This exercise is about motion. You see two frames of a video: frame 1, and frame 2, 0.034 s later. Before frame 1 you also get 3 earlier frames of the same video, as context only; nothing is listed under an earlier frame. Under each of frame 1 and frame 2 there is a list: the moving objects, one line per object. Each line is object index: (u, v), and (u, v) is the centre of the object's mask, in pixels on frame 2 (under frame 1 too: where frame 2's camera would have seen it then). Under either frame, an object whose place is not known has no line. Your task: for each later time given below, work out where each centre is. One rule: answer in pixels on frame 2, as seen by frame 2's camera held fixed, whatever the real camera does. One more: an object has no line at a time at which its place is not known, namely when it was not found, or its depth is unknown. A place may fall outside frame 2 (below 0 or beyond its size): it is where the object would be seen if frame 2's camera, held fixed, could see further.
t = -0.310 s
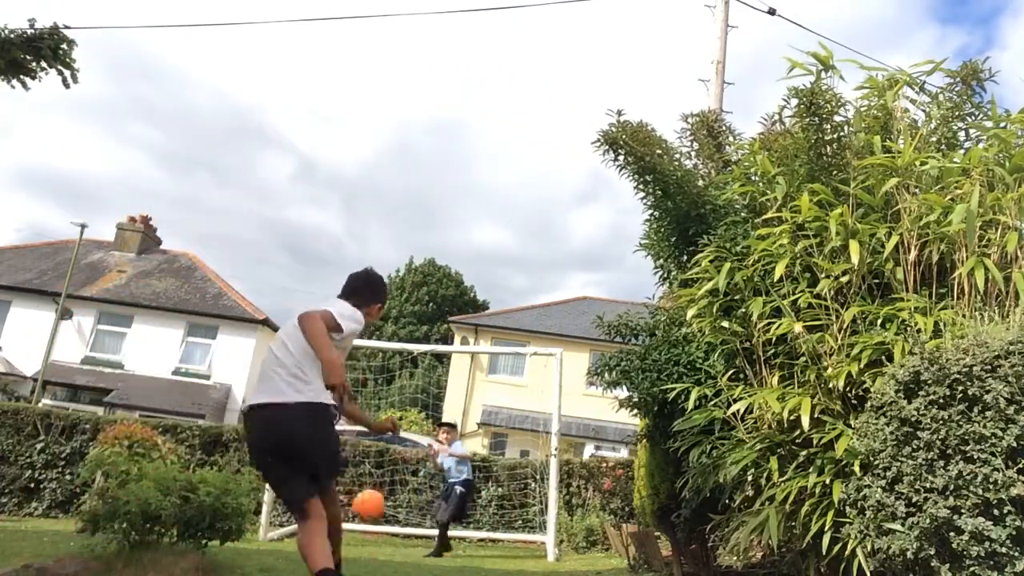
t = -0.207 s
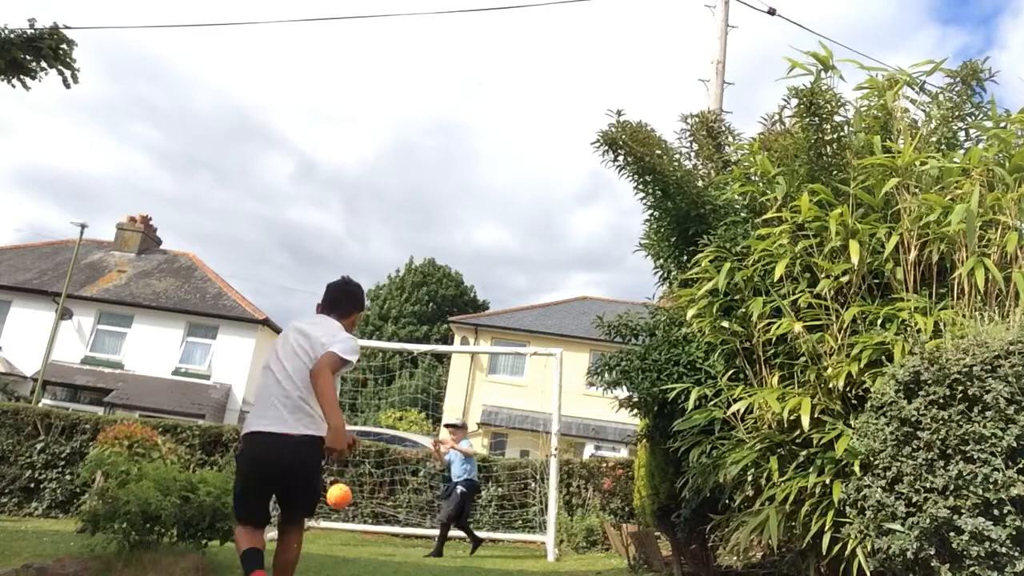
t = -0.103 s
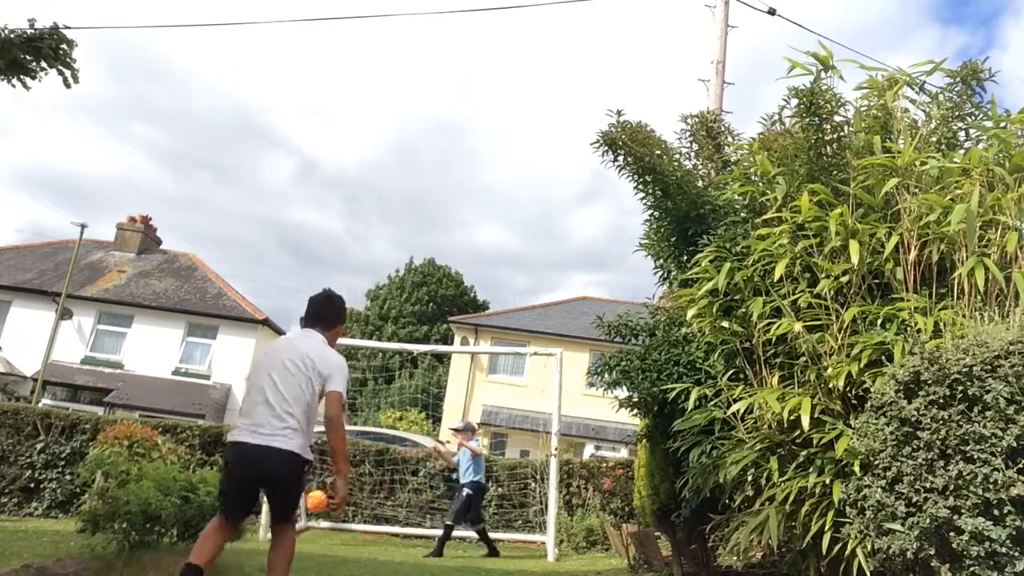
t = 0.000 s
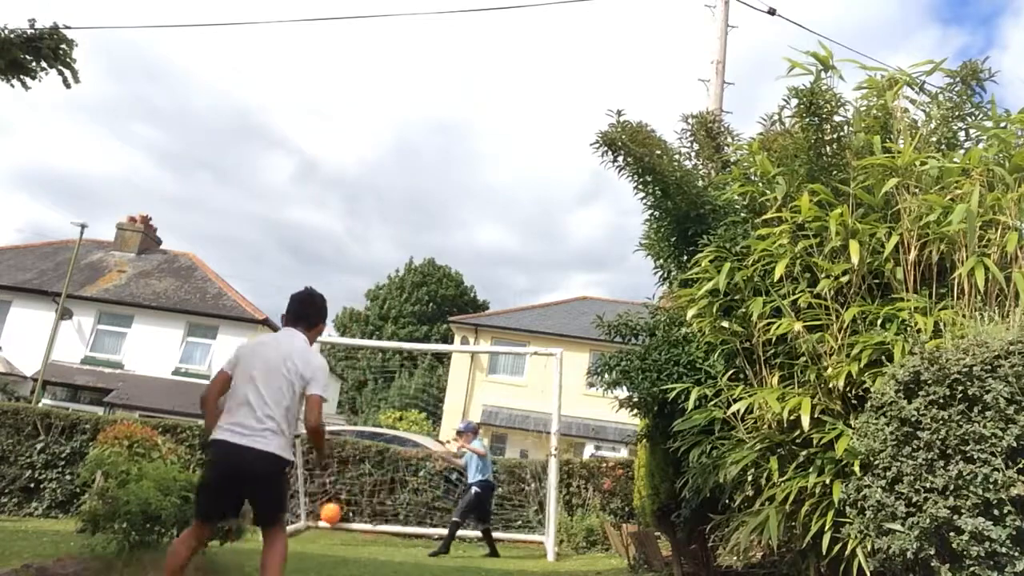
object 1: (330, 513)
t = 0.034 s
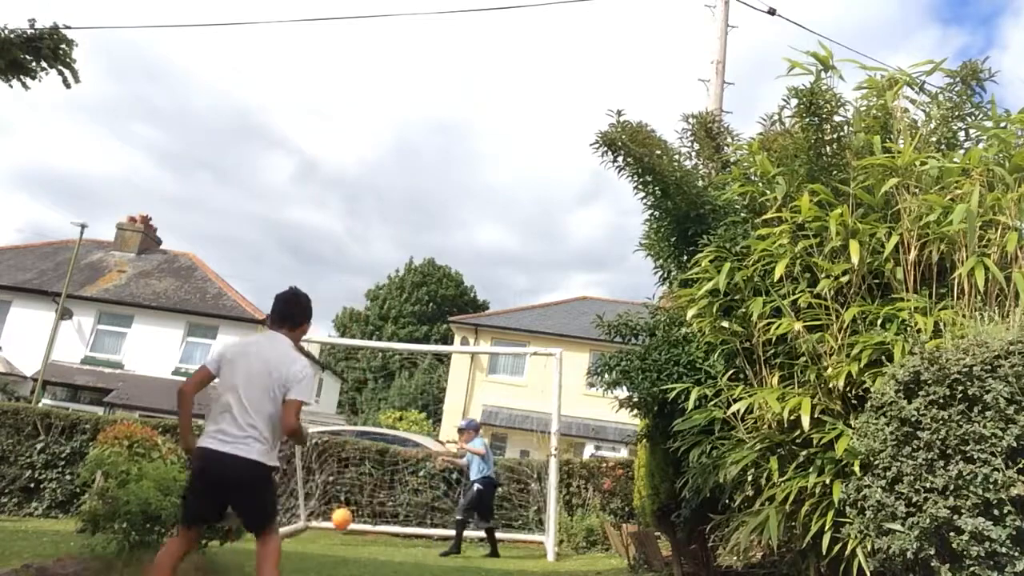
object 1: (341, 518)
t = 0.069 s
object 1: (347, 522)
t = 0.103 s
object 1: (352, 527)
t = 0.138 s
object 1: (359, 530)
